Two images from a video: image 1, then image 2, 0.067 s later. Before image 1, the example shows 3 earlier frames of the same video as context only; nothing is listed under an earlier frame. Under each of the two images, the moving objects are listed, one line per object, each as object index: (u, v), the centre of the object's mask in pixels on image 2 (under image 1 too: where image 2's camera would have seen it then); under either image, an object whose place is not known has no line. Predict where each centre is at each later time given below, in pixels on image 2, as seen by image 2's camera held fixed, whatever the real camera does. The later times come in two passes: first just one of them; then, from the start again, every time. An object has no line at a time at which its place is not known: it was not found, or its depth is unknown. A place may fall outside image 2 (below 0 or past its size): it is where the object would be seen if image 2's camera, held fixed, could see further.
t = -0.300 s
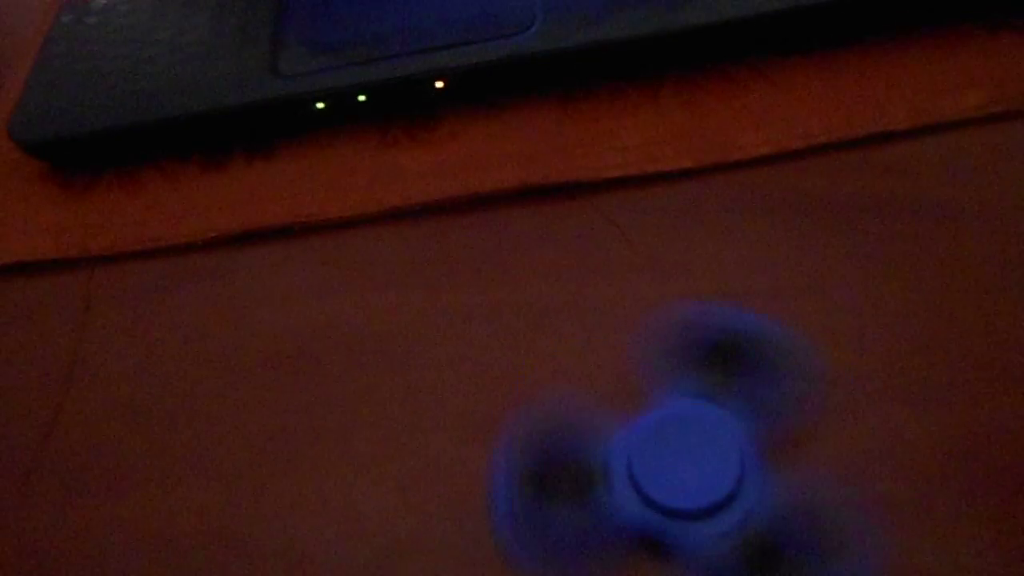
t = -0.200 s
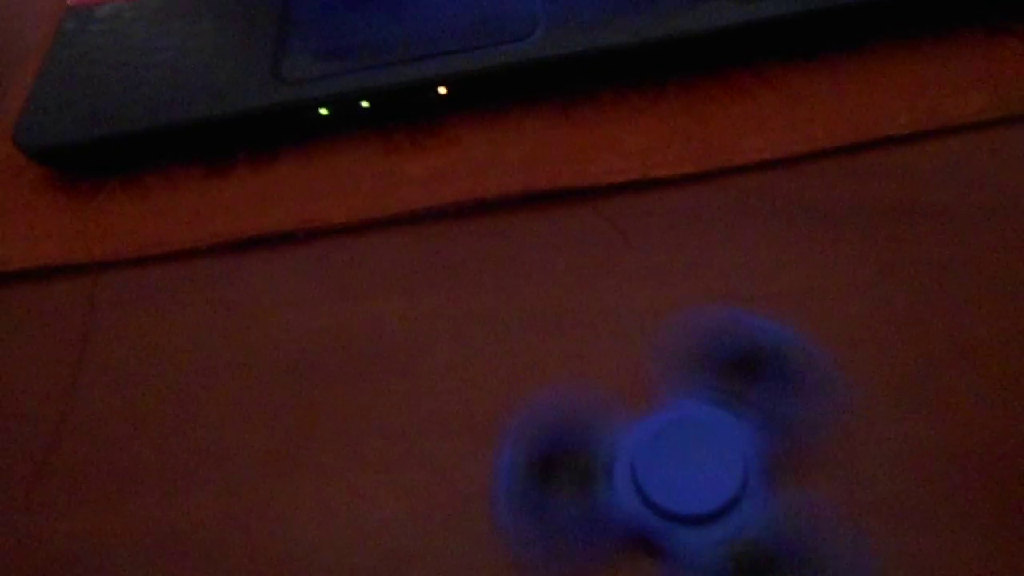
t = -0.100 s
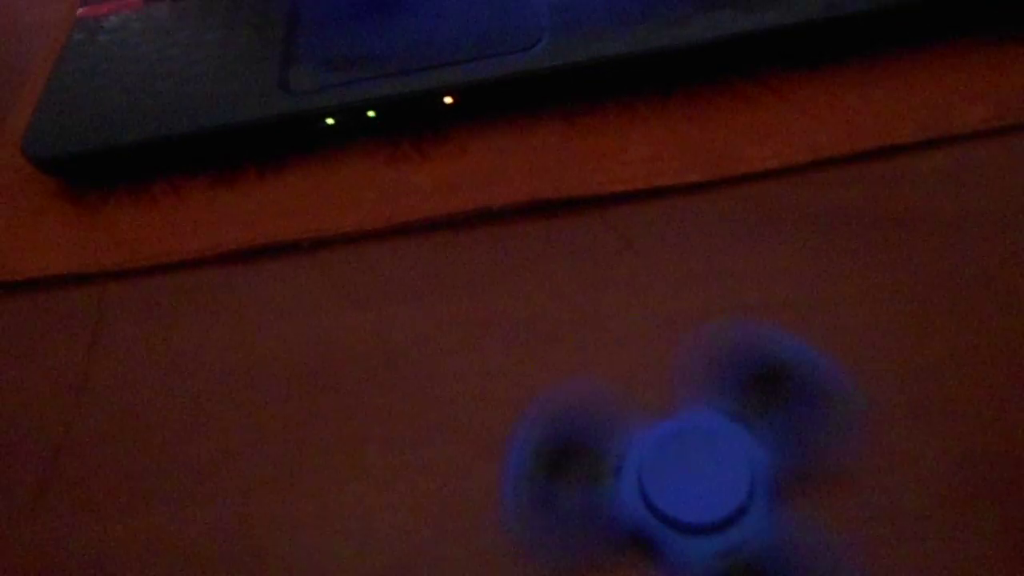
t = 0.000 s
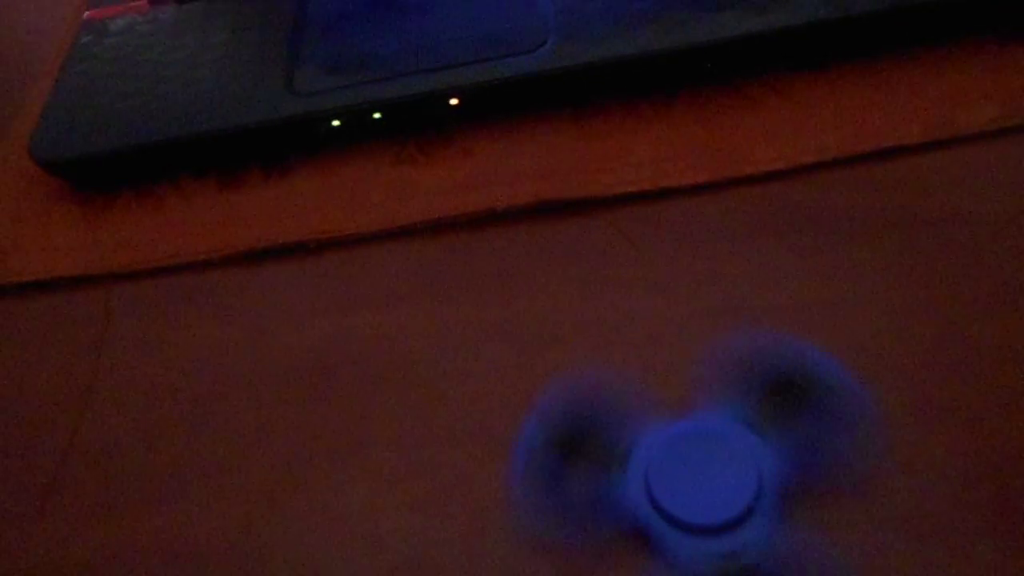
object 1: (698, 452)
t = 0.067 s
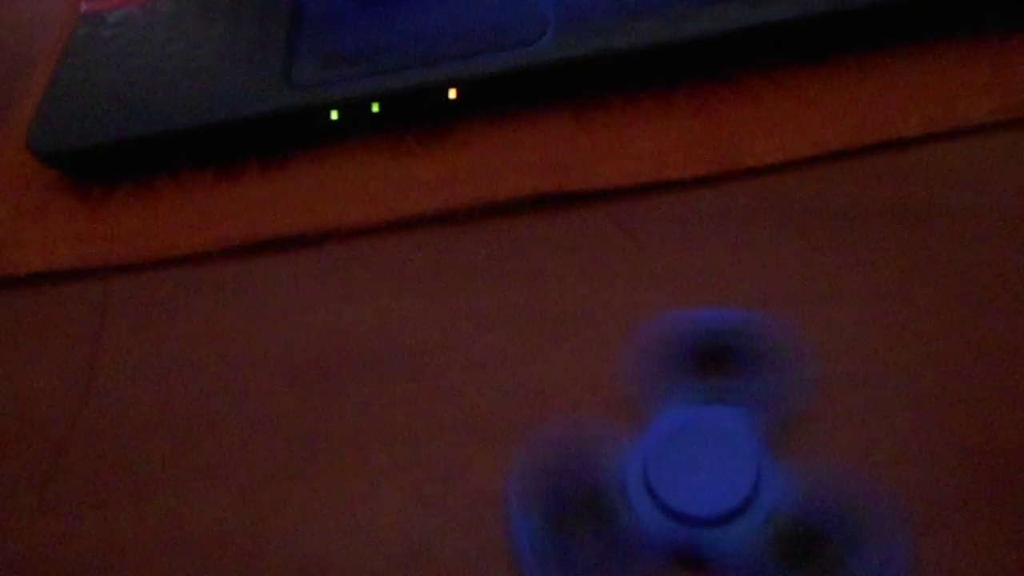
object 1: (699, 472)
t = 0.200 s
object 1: (704, 473)
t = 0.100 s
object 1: (700, 457)
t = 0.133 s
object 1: (716, 475)
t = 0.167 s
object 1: (700, 482)
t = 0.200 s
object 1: (704, 473)
